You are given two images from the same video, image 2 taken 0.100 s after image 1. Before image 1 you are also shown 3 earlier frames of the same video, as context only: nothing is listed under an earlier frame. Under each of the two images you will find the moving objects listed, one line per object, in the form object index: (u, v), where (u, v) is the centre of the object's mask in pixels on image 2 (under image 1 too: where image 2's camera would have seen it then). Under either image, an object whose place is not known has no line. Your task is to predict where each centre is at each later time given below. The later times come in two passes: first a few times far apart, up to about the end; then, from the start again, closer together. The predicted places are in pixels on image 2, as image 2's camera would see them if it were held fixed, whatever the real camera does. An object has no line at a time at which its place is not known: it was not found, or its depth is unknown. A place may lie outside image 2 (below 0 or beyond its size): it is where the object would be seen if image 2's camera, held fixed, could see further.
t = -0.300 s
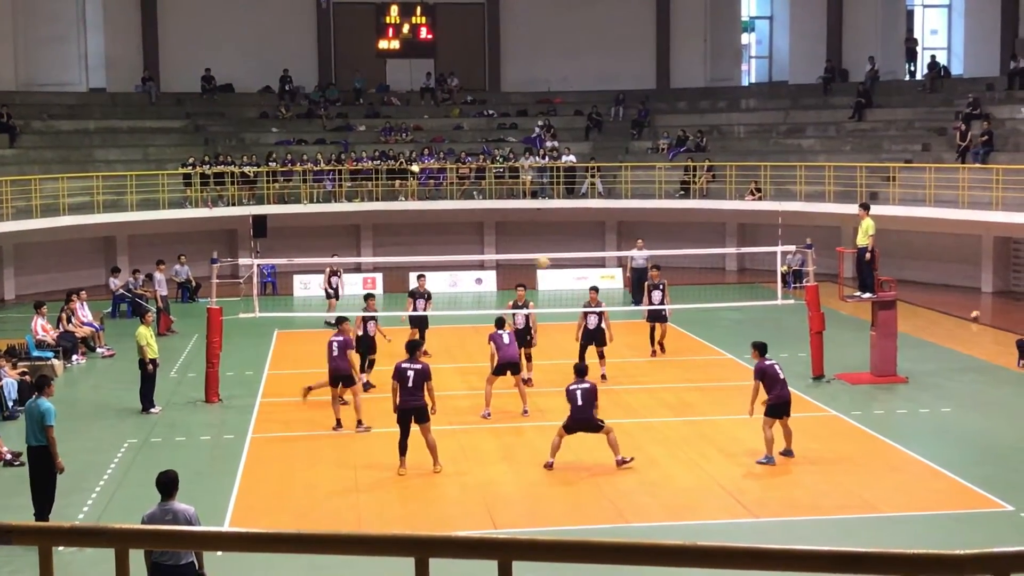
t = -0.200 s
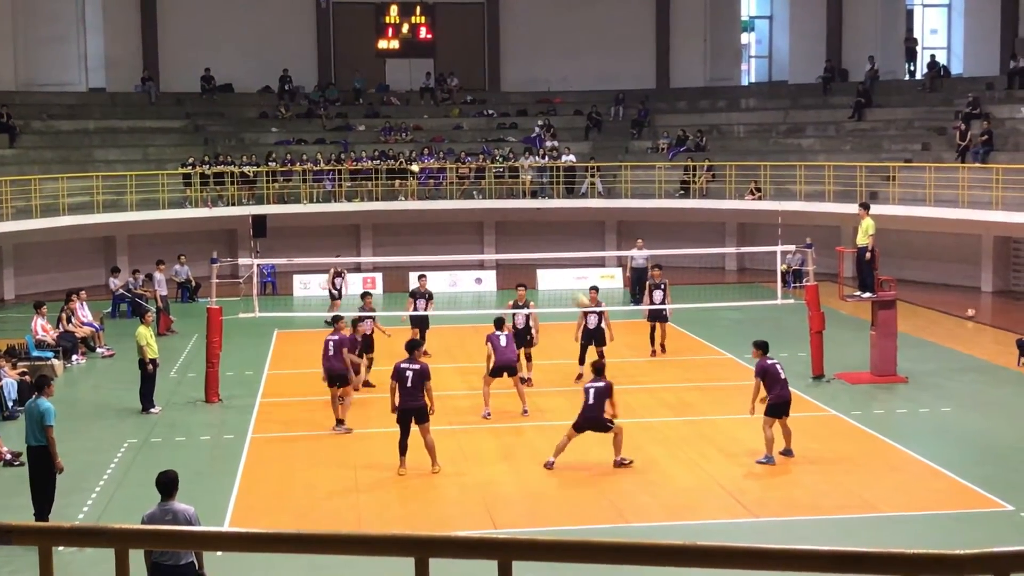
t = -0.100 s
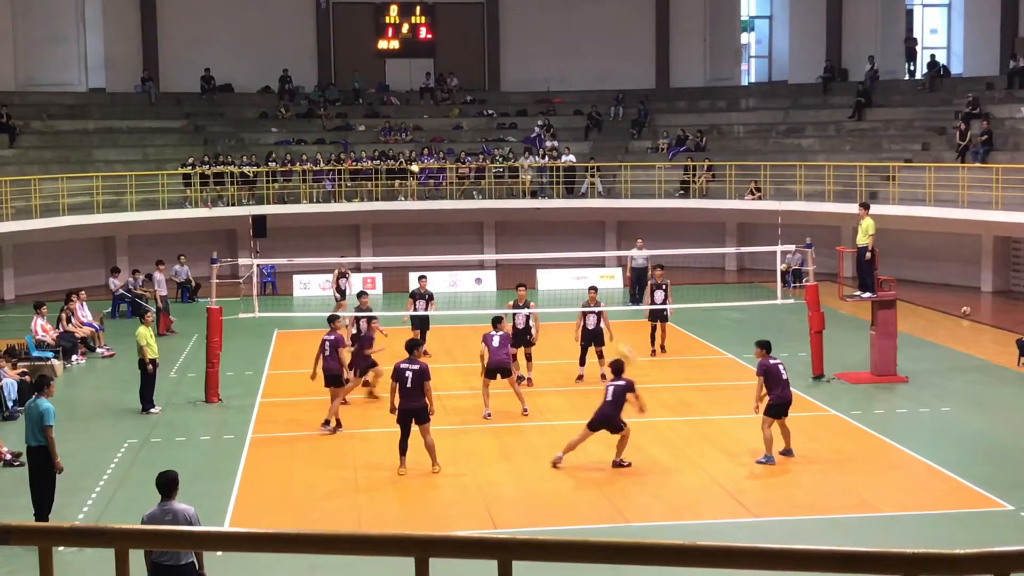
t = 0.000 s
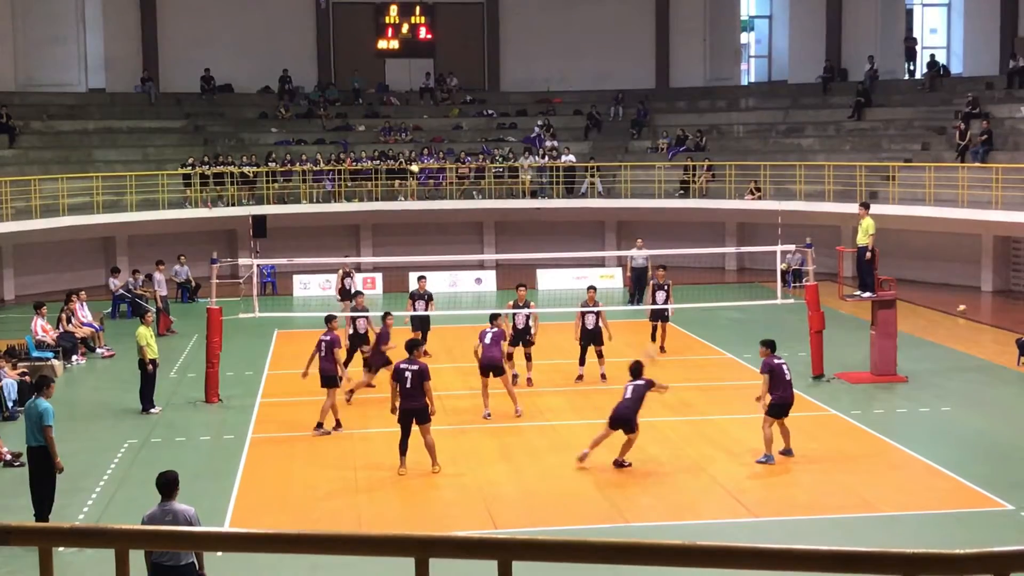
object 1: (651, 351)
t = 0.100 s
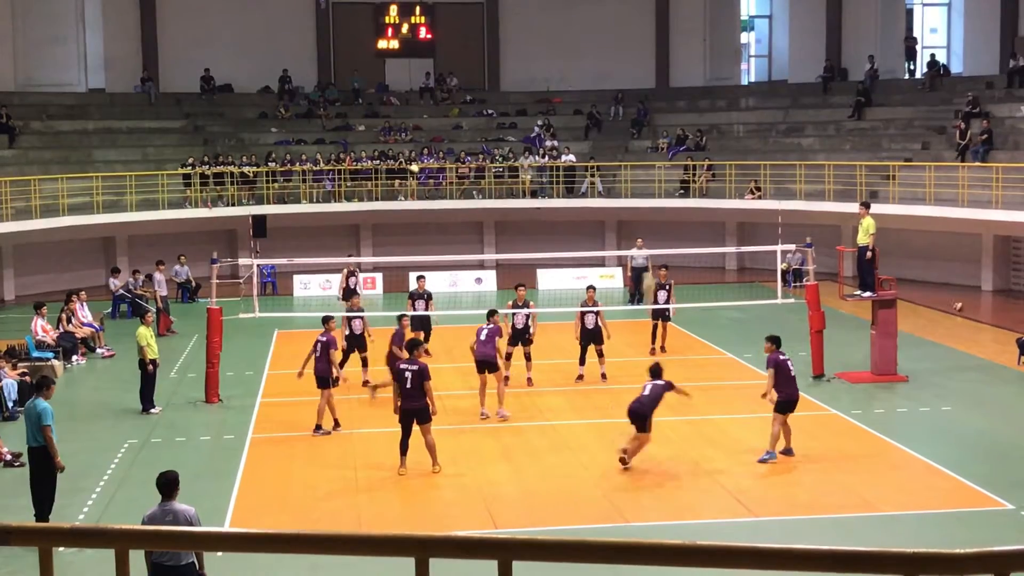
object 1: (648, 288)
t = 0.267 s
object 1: (641, 190)
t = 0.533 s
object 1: (632, 95)
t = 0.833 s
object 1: (623, 53)
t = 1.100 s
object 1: (617, 63)
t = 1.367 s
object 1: (611, 110)
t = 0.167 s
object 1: (645, 241)
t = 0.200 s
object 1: (643, 224)
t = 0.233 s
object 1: (641, 206)
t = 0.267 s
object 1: (641, 190)
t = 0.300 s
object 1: (640, 175)
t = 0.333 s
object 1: (638, 161)
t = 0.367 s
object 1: (637, 149)
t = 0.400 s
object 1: (636, 136)
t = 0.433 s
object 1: (635, 124)
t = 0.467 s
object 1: (634, 114)
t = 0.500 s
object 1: (633, 105)
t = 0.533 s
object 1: (632, 95)
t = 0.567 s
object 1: (631, 87)
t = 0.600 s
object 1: (630, 80)
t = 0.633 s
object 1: (629, 74)
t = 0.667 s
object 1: (628, 68)
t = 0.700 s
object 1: (627, 64)
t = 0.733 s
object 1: (626, 60)
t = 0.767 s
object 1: (626, 57)
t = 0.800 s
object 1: (624, 55)
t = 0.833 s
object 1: (623, 53)
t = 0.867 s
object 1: (622, 52)
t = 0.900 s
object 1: (621, 51)
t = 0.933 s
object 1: (621, 52)
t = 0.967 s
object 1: (620, 53)
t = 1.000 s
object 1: (619, 55)
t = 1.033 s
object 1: (618, 57)
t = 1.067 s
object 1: (617, 60)
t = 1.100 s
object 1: (617, 63)
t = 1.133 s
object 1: (616, 67)
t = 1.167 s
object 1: (615, 72)
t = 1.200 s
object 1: (614, 77)
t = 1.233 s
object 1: (614, 83)
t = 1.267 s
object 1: (613, 89)
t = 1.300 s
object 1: (612, 95)
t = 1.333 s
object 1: (612, 102)
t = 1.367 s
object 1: (611, 110)
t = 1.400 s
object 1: (610, 118)
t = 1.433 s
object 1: (610, 127)
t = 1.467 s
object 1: (609, 135)
